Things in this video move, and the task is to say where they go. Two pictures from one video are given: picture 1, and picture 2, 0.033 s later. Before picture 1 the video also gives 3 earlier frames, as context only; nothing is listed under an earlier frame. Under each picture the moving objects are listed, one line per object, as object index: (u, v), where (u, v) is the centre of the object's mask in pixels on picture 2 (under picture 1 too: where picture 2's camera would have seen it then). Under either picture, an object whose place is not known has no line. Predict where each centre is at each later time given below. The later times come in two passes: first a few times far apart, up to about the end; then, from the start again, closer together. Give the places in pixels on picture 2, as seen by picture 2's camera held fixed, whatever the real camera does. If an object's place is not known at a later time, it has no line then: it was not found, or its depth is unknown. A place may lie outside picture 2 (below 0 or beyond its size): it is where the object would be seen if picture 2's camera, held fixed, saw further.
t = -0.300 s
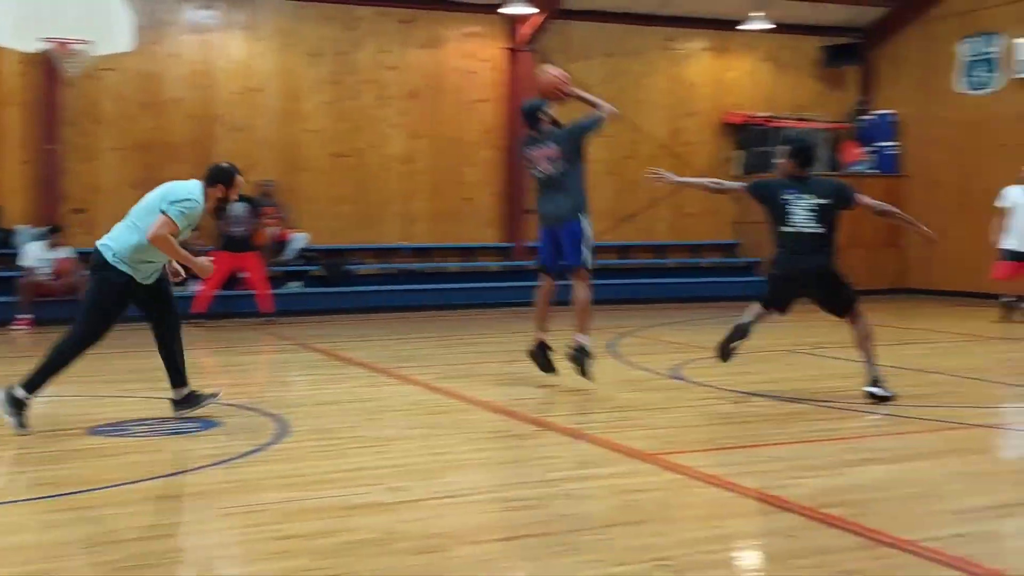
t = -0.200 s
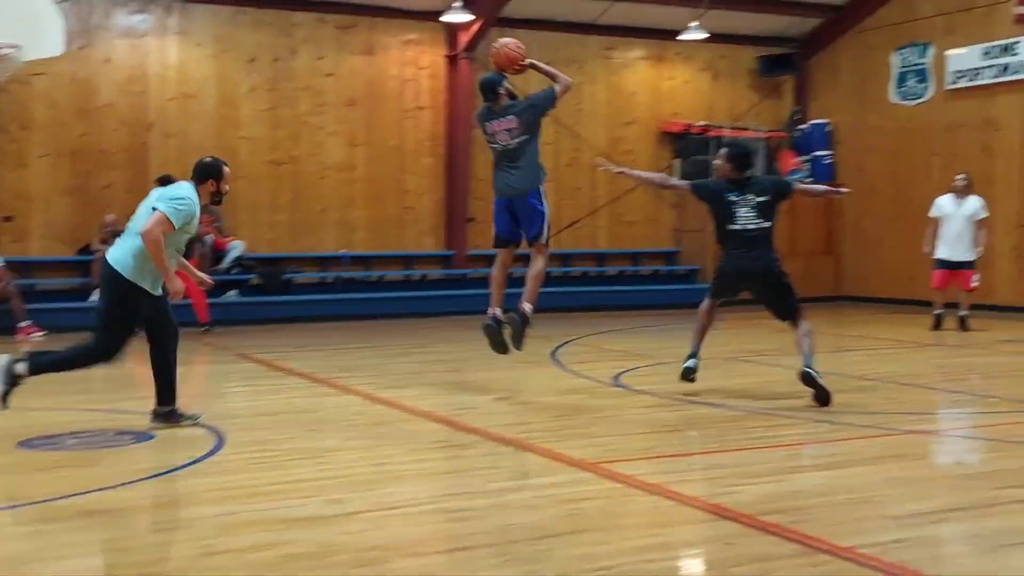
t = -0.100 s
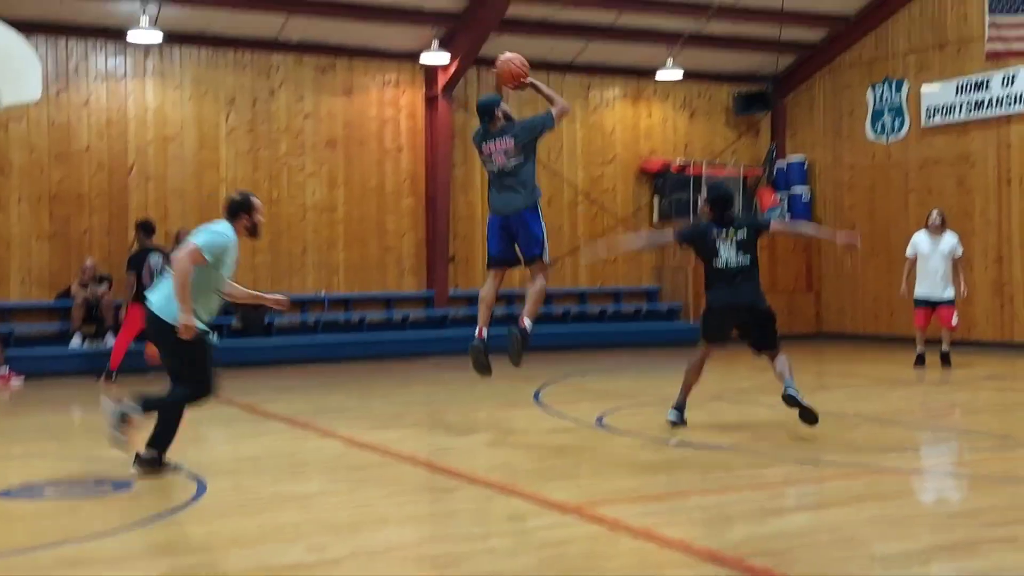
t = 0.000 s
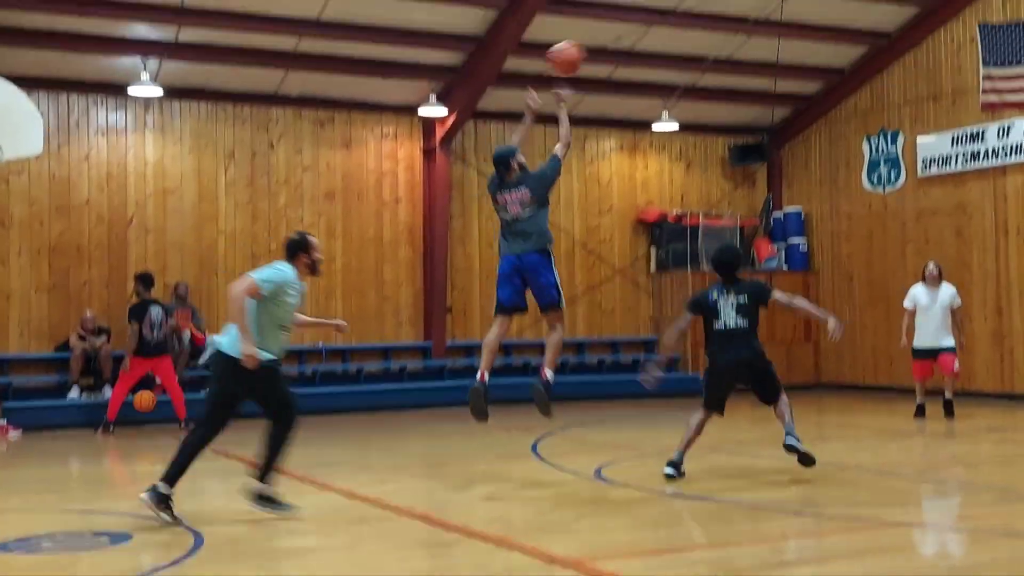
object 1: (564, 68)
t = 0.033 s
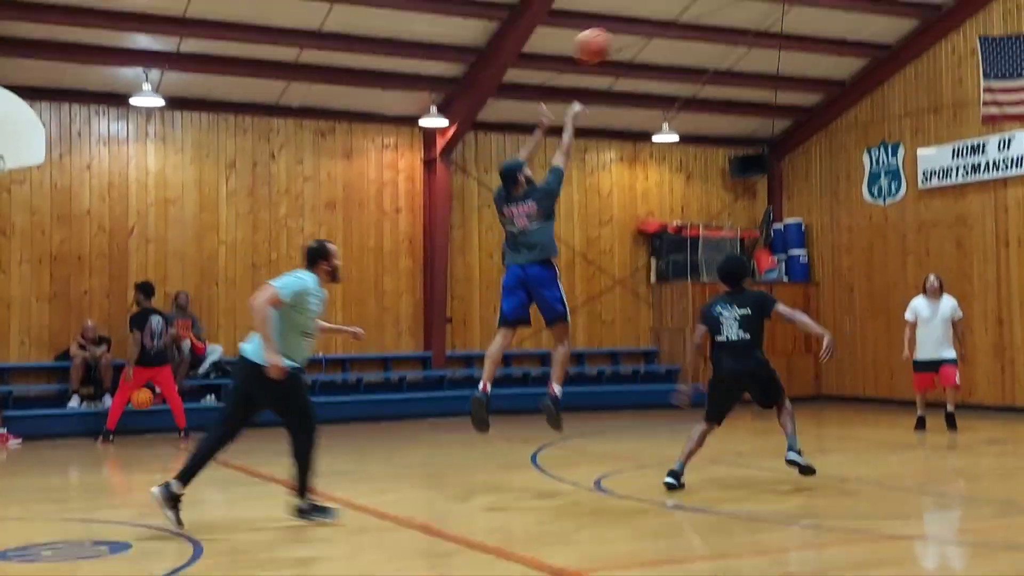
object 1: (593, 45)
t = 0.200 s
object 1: (714, -29)
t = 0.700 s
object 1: (1018, -63)
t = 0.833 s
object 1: (1092, -30)
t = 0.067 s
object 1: (618, 24)
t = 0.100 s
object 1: (643, 4)
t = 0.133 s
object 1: (666, -11)
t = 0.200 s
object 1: (714, -29)
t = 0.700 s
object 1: (1018, -63)
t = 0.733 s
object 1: (1037, -60)
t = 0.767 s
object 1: (1054, -55)
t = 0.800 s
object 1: (1073, -44)
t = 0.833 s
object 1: (1092, -30)
